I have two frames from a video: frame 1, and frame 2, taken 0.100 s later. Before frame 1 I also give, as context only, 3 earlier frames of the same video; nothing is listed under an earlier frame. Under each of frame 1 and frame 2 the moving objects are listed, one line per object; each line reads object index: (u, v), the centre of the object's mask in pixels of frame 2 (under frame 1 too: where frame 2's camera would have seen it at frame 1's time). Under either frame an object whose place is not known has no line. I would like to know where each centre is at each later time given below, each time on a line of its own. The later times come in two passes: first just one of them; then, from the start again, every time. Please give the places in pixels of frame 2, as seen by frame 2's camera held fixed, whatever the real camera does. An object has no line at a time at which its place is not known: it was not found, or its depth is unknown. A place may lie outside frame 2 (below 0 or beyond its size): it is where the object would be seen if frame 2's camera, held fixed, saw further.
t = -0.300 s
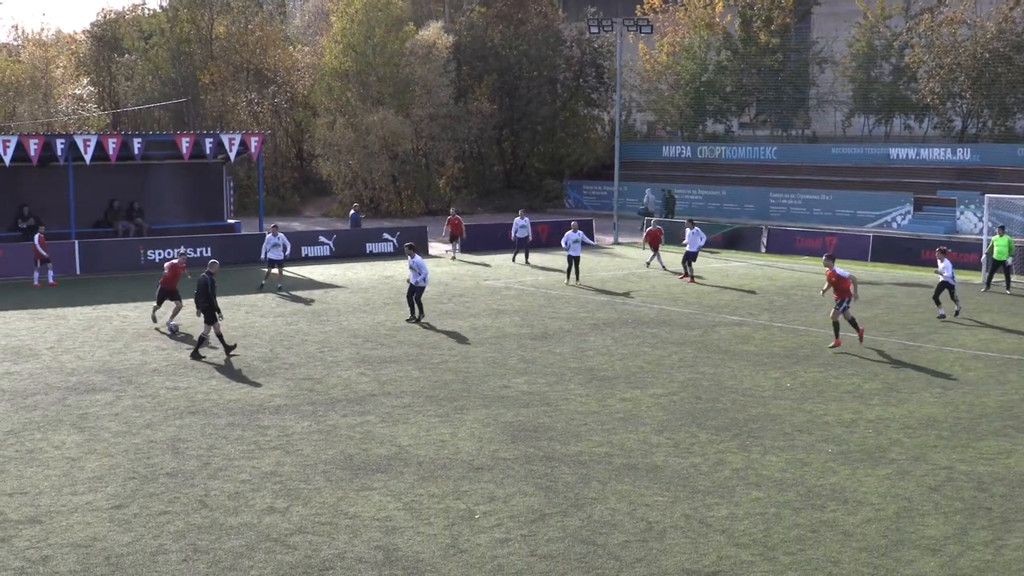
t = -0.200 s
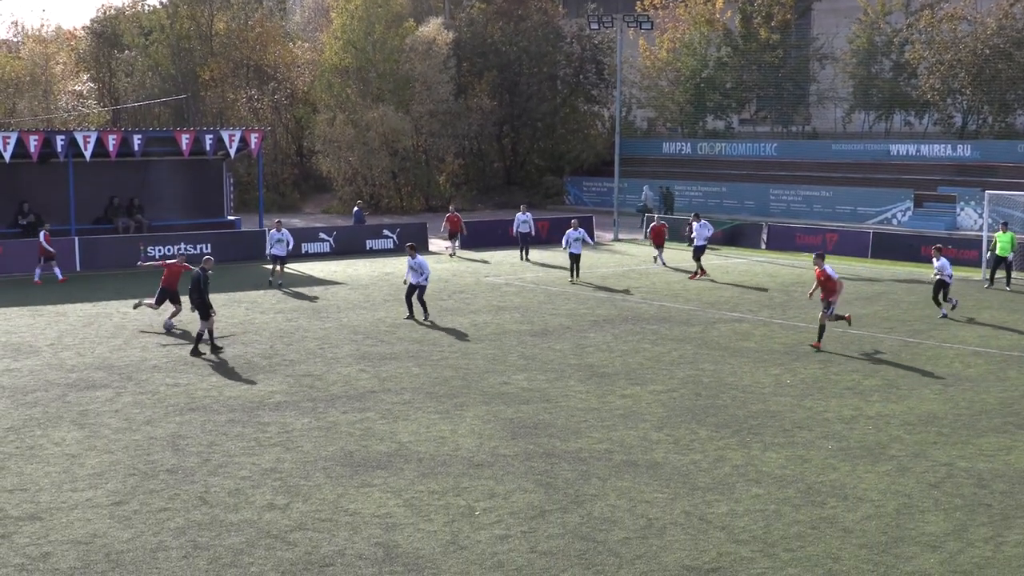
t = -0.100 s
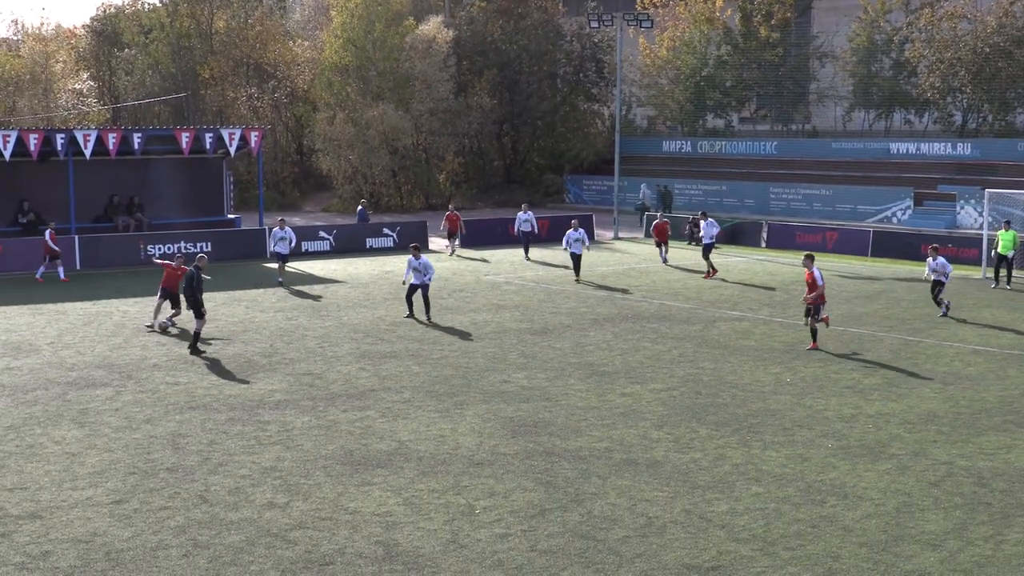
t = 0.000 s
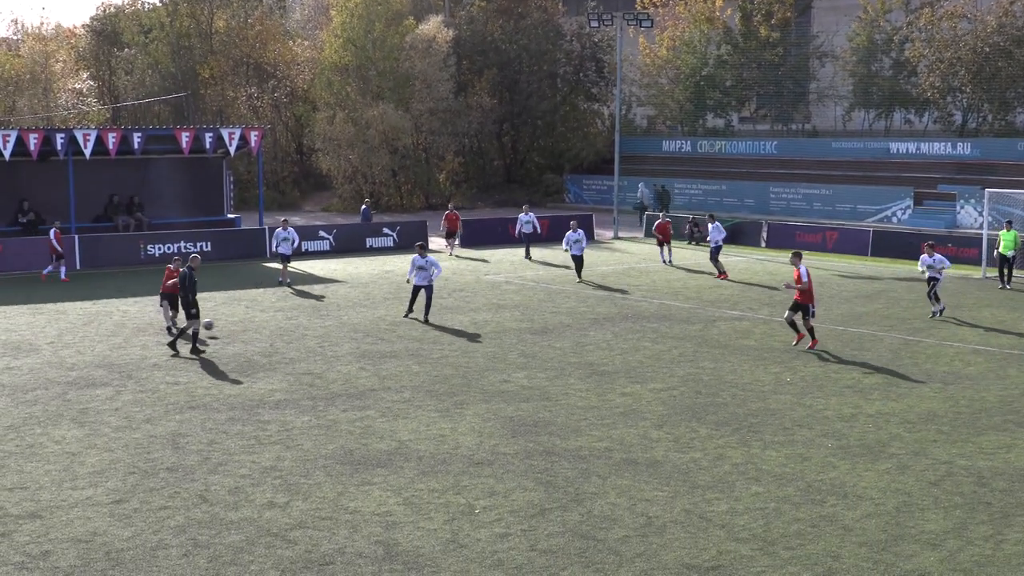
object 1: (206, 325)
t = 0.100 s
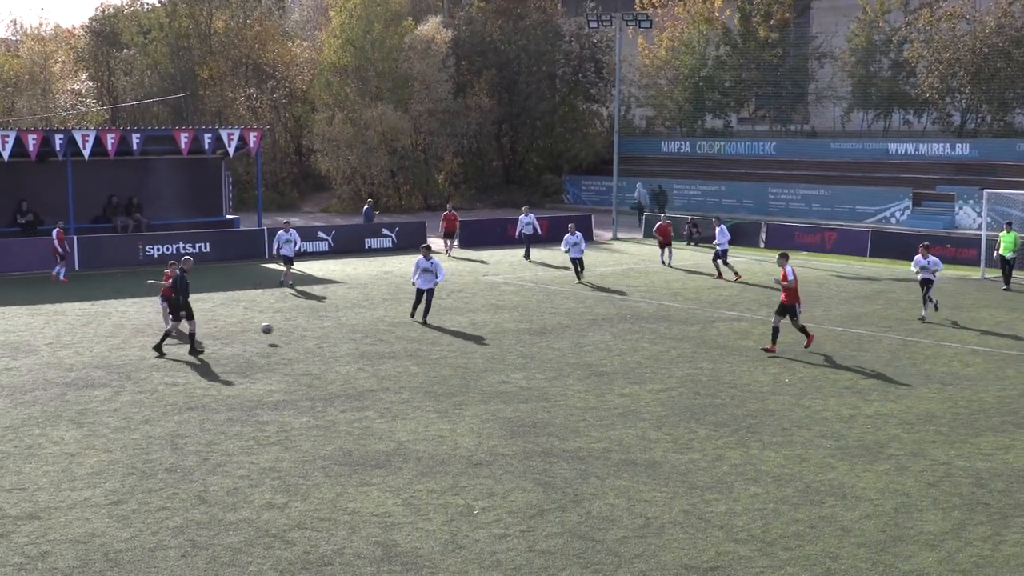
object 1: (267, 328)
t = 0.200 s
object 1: (330, 336)
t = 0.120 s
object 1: (279, 330)
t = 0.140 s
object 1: (291, 331)
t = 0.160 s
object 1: (304, 332)
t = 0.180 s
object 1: (317, 334)
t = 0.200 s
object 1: (330, 336)
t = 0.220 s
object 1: (342, 338)
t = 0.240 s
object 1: (354, 341)
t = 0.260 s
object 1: (367, 344)
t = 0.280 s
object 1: (380, 348)
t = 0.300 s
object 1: (391, 349)
